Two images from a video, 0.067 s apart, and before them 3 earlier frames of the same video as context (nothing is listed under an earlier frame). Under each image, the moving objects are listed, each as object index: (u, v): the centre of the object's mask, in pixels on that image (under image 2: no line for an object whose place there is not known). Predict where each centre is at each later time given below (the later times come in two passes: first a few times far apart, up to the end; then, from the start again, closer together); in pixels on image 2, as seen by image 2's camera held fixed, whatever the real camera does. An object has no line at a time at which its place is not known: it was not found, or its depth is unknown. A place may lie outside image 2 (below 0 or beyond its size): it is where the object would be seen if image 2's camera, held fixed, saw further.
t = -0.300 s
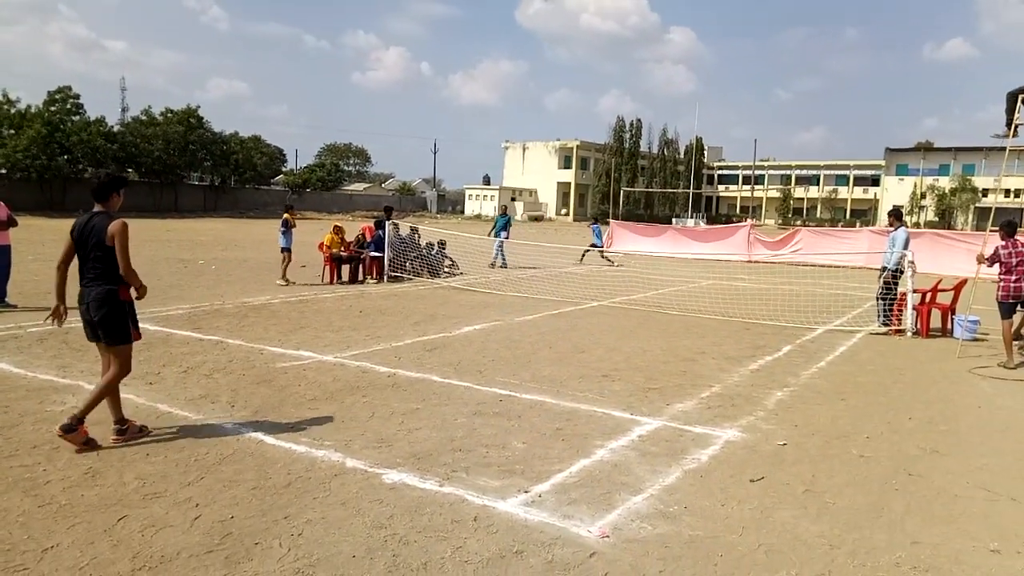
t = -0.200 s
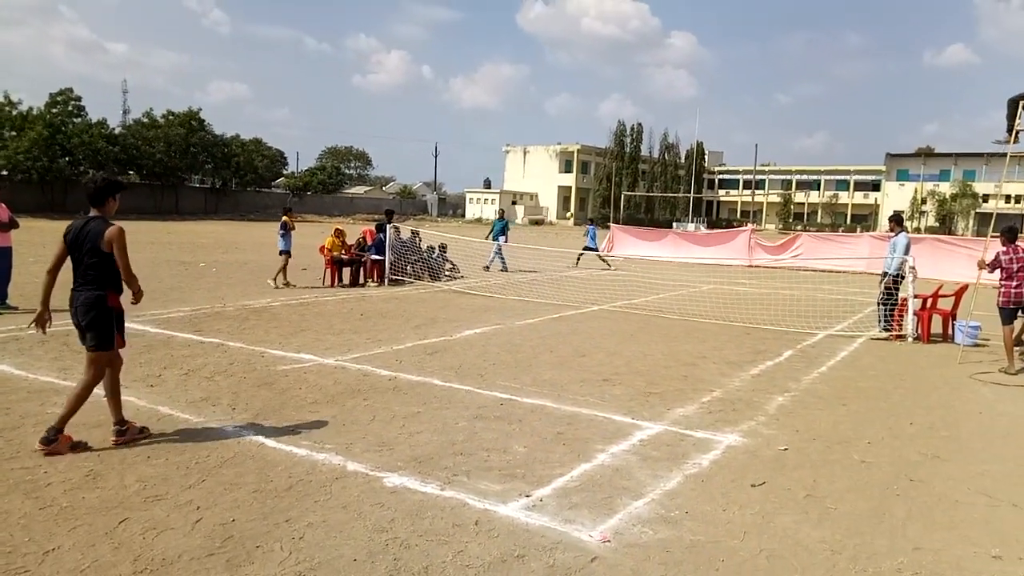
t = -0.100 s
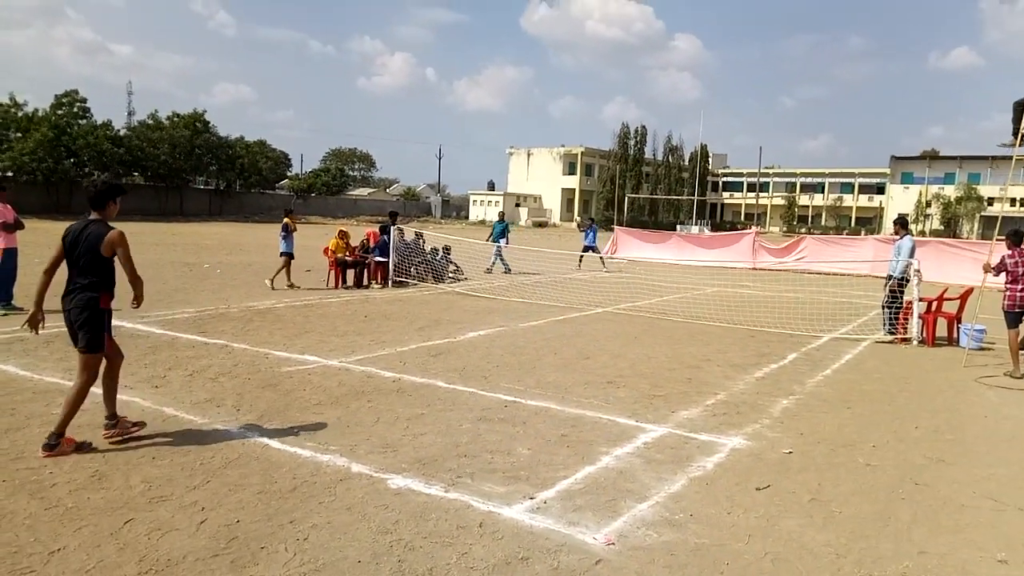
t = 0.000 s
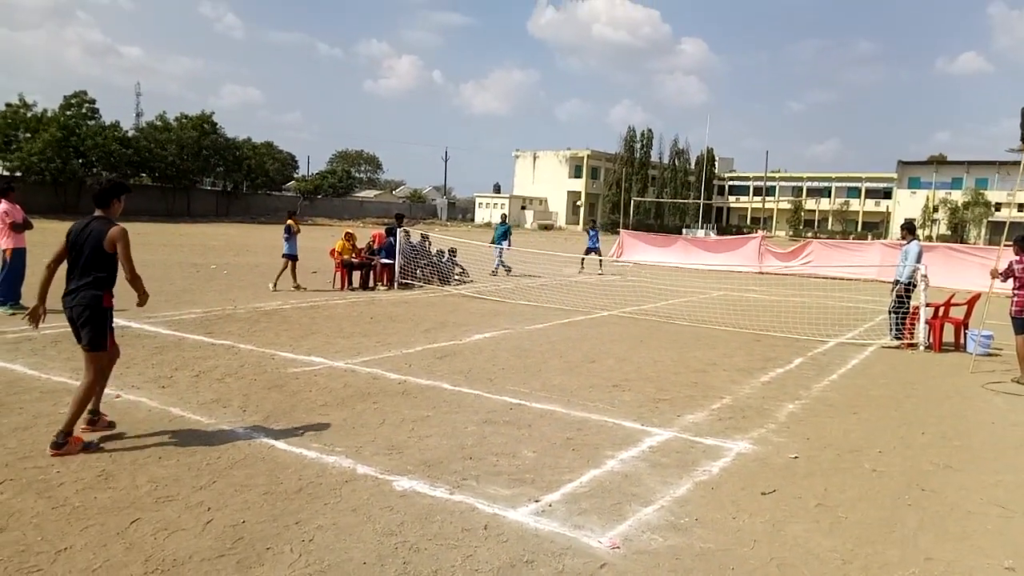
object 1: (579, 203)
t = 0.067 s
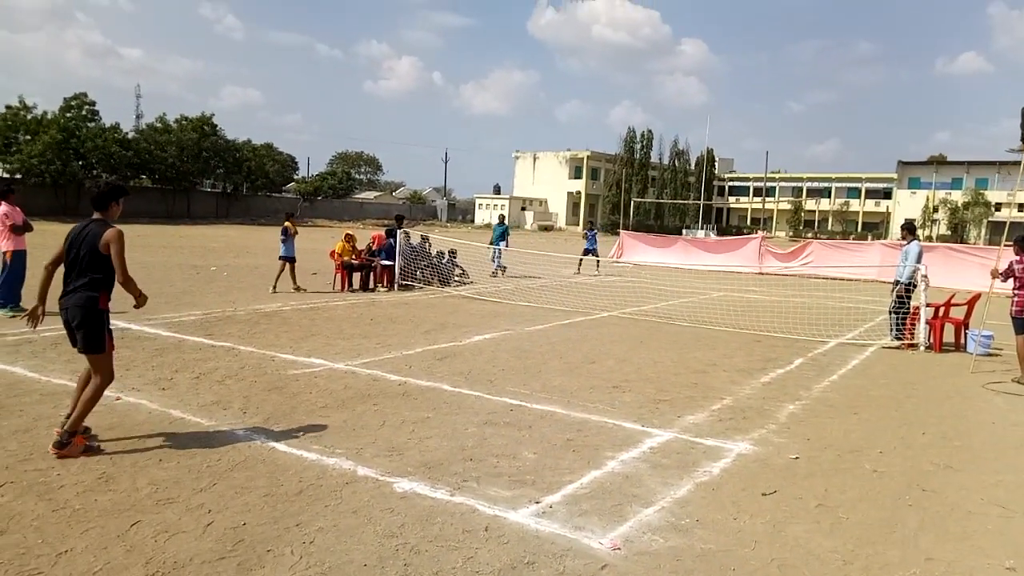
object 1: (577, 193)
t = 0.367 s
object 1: (567, 143)
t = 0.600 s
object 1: (558, 118)
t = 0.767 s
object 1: (551, 113)
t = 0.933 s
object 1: (543, 126)
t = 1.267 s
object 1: (523, 257)
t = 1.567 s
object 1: (508, 401)
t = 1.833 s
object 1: (536, 300)
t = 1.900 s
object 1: (546, 293)
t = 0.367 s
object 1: (567, 143)
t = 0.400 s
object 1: (566, 139)
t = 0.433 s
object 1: (564, 134)
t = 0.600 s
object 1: (558, 118)
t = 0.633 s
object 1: (556, 116)
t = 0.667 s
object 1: (555, 114)
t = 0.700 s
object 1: (553, 113)
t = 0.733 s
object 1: (552, 113)
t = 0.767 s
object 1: (551, 113)
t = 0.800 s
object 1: (549, 114)
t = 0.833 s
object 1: (547, 116)
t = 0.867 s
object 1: (546, 118)
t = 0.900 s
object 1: (545, 121)
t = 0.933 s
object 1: (543, 126)
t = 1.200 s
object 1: (528, 212)
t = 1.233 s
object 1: (527, 233)
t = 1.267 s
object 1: (523, 257)
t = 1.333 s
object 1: (514, 316)
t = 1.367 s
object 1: (510, 353)
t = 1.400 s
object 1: (505, 396)
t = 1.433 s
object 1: (500, 446)
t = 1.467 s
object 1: (499, 459)
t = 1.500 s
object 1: (502, 439)
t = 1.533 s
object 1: (505, 419)
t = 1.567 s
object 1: (508, 401)
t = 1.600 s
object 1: (511, 385)
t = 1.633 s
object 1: (514, 367)
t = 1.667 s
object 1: (517, 352)
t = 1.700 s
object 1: (520, 340)
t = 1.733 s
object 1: (524, 326)
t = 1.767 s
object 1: (528, 313)
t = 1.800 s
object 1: (532, 306)
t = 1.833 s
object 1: (536, 300)
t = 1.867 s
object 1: (541, 294)
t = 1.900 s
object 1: (546, 293)
